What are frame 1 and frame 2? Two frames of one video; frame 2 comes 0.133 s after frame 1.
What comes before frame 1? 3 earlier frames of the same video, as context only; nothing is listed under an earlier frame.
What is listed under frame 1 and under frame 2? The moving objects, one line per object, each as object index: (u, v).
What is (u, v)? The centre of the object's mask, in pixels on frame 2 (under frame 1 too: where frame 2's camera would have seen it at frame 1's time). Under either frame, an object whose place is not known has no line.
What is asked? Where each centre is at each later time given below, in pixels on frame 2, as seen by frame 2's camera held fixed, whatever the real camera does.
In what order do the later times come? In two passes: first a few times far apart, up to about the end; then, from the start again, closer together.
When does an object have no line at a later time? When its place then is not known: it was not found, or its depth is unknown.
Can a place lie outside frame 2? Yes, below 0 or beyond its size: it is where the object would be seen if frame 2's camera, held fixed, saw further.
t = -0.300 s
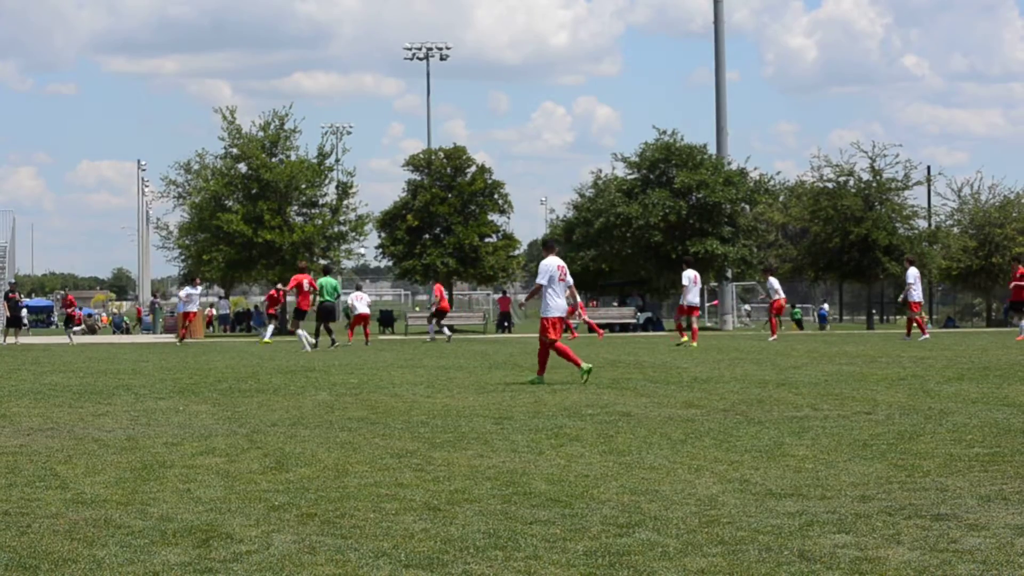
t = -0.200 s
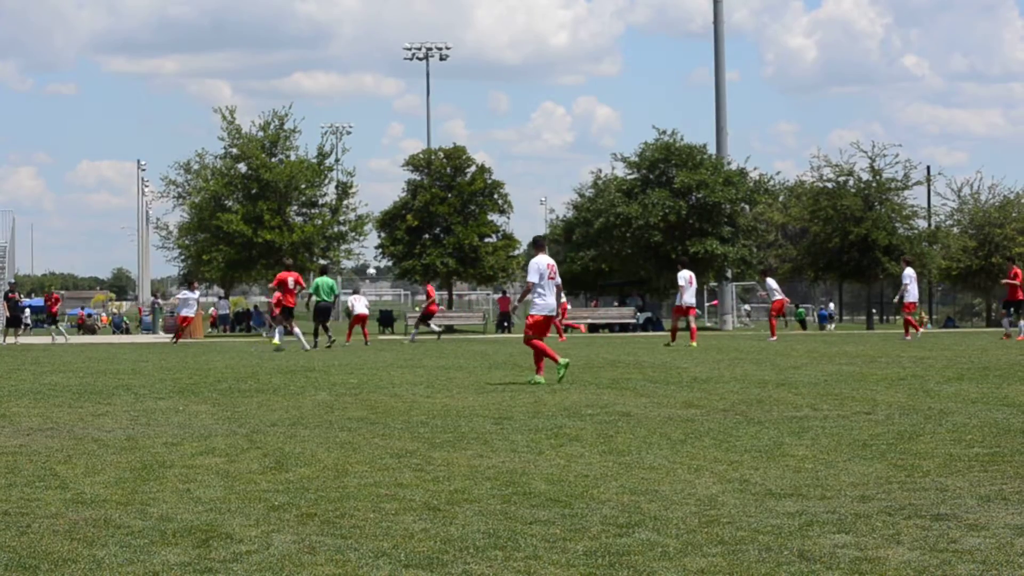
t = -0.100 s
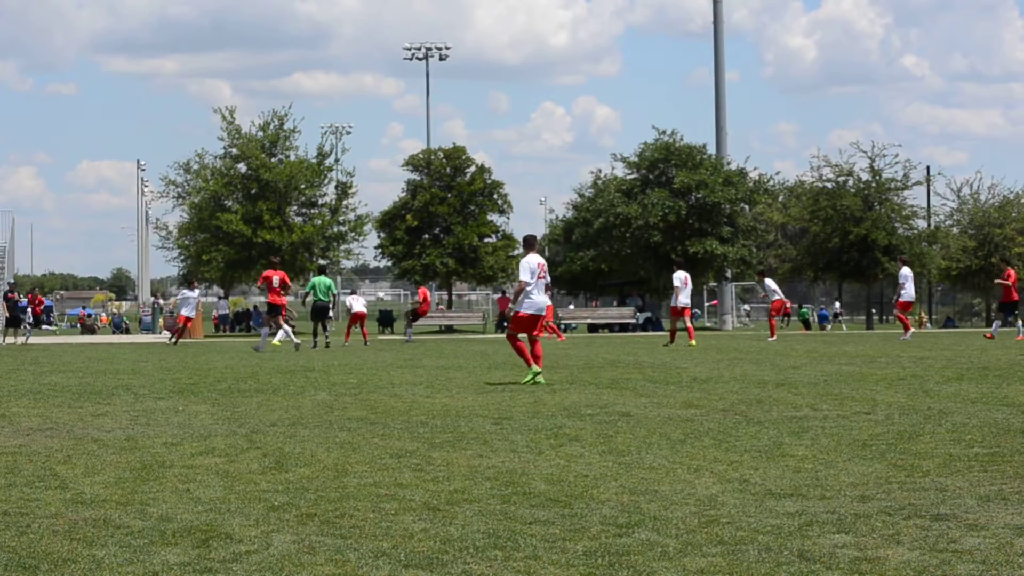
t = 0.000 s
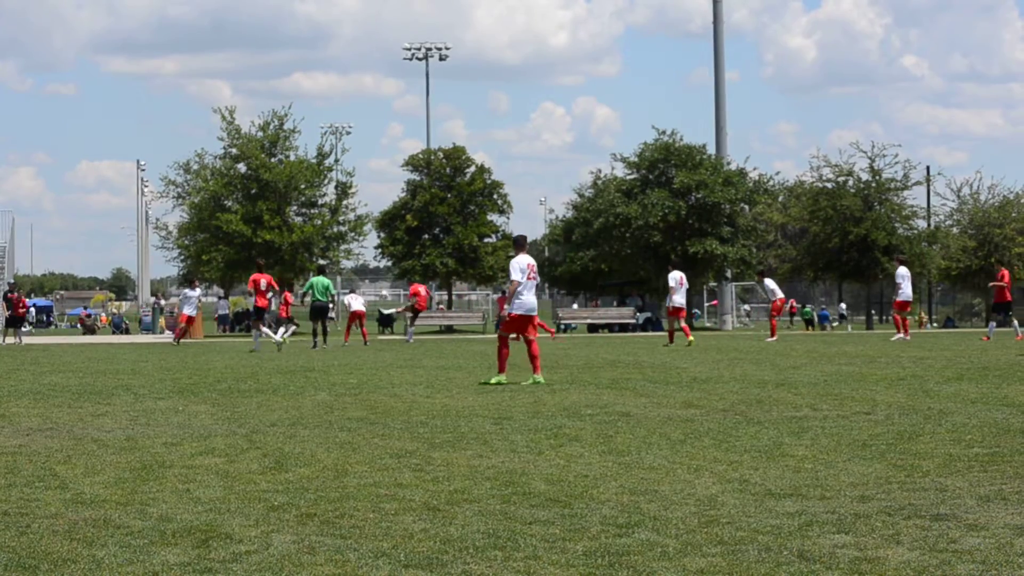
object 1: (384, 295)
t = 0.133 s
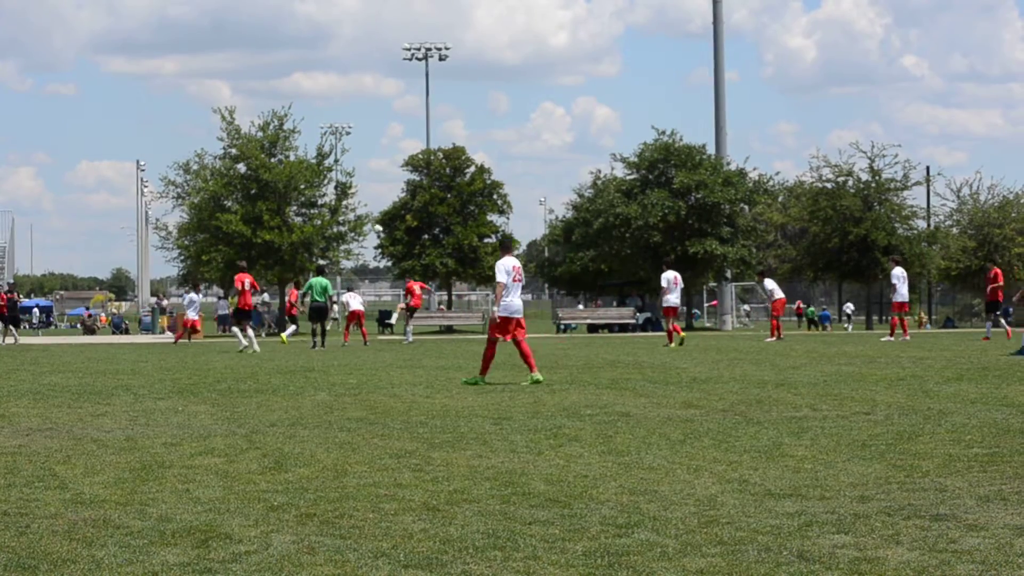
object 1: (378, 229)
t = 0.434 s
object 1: (368, 109)
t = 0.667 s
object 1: (366, 41)
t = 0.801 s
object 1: (365, 13)
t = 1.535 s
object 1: (370, 12)
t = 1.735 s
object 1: (374, 64)
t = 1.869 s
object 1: (378, 113)
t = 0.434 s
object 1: (368, 109)
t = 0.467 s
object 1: (368, 98)
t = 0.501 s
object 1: (367, 88)
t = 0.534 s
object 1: (367, 77)
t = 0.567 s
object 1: (366, 67)
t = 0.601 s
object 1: (366, 59)
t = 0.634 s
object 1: (365, 49)
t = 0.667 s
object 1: (366, 41)
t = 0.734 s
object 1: (365, 27)
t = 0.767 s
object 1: (365, 20)
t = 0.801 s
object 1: (365, 13)
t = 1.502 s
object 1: (370, 5)
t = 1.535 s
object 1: (370, 12)
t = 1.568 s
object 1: (371, 19)
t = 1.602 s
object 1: (371, 26)
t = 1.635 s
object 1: (372, 34)
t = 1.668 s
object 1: (373, 43)
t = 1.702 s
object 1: (374, 53)
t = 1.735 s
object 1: (374, 64)
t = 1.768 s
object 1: (375, 75)
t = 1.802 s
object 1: (376, 87)
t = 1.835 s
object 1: (378, 100)
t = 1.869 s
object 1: (378, 113)
